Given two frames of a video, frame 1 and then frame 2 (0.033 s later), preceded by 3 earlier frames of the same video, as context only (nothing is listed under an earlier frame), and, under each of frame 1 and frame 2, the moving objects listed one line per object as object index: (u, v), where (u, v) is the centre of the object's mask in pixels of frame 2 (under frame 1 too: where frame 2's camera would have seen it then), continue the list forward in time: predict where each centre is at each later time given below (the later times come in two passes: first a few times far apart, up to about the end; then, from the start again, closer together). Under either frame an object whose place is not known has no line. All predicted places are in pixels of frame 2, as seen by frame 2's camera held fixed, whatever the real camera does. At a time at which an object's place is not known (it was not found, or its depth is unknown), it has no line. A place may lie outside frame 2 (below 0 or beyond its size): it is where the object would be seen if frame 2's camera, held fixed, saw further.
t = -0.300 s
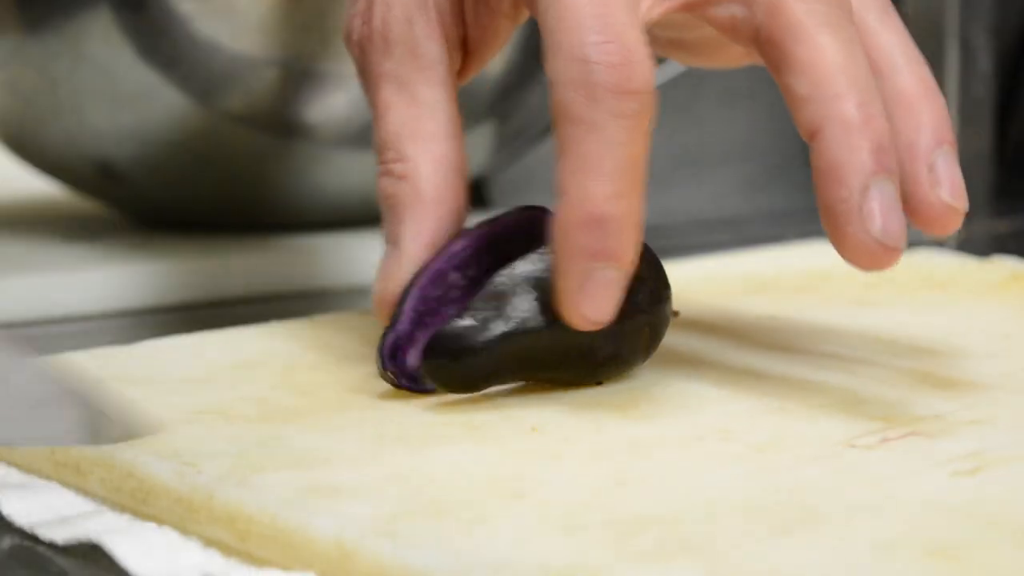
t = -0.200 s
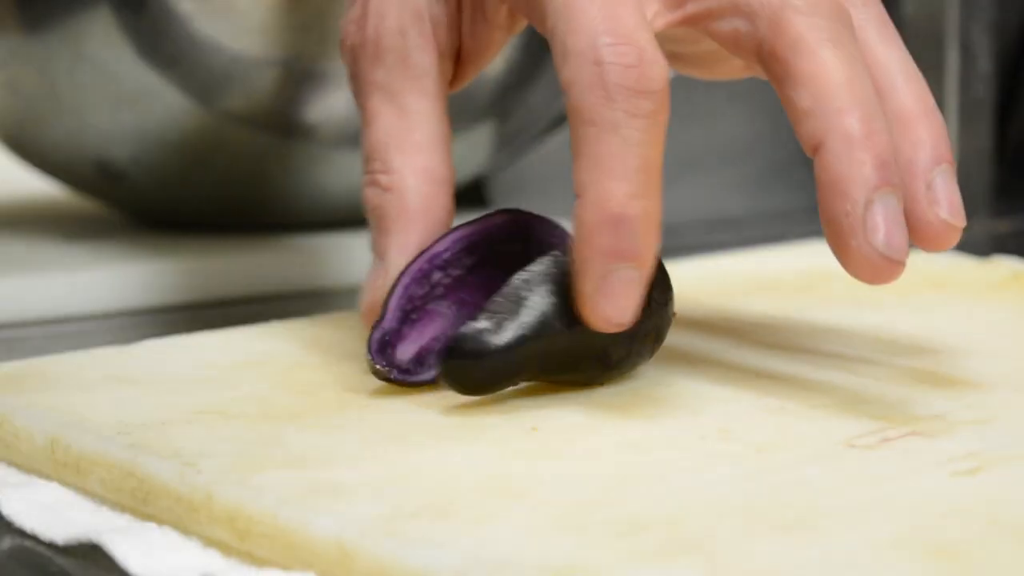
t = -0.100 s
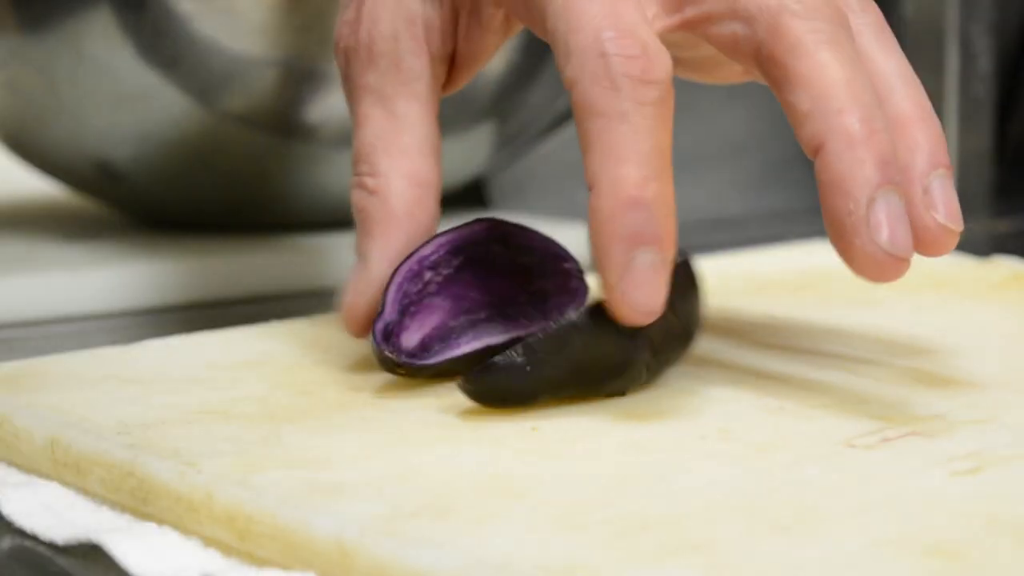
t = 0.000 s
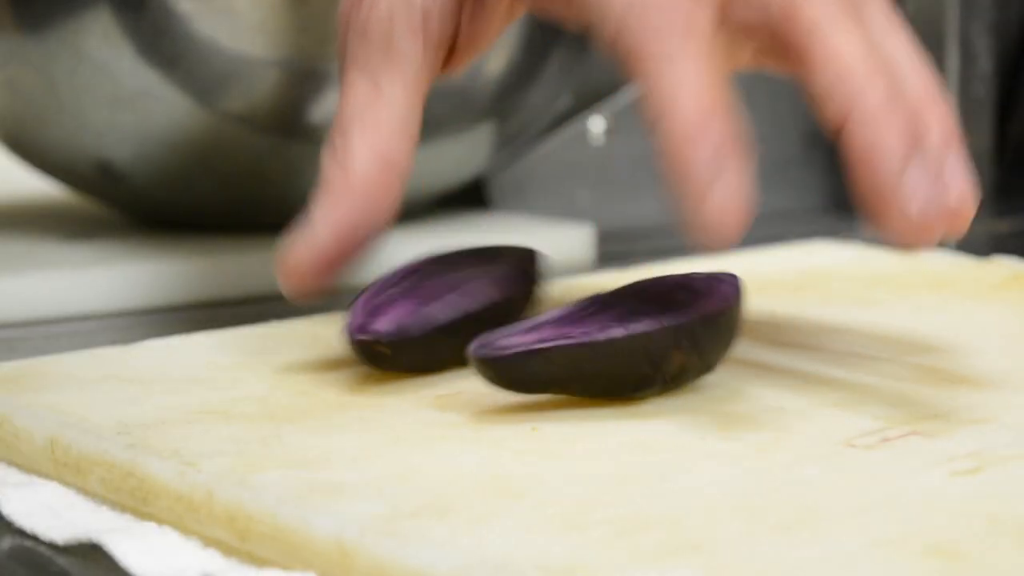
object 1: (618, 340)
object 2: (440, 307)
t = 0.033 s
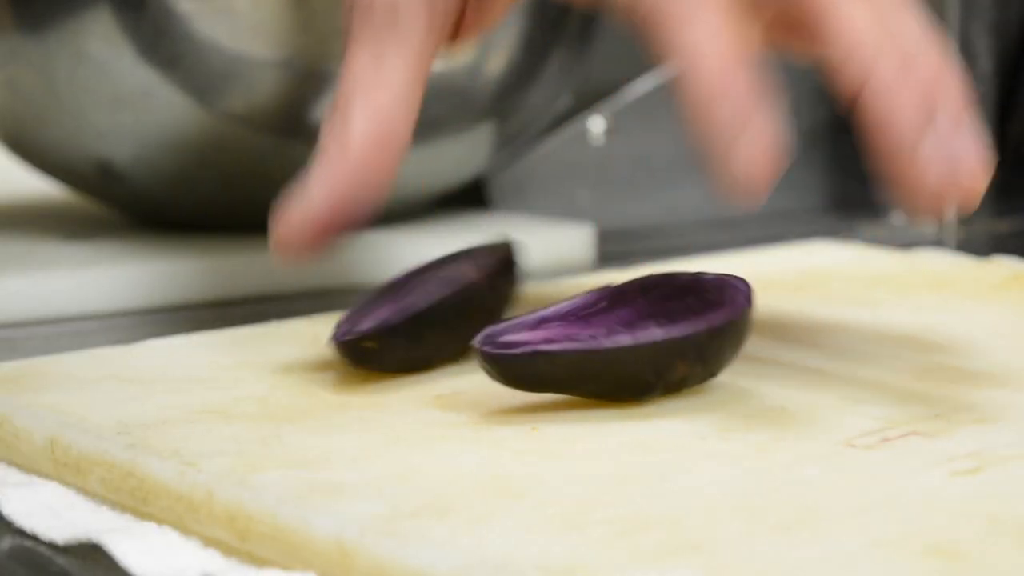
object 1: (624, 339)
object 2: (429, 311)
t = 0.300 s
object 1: (620, 340)
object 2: (451, 302)
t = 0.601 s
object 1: (609, 346)
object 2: (431, 311)
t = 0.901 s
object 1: (611, 345)
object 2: (442, 308)
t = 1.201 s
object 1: (611, 345)
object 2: (442, 308)
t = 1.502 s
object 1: (610, 345)
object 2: (442, 308)
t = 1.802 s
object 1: (611, 345)
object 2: (442, 308)
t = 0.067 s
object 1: (629, 337)
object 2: (422, 313)
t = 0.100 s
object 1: (632, 336)
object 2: (420, 309)
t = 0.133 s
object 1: (631, 336)
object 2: (420, 308)
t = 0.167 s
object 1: (628, 337)
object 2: (423, 312)
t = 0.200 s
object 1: (625, 338)
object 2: (427, 311)
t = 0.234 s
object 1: (623, 338)
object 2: (435, 309)
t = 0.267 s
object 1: (621, 339)
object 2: (444, 305)
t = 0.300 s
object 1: (620, 340)
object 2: (451, 302)
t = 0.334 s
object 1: (619, 341)
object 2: (455, 300)
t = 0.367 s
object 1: (617, 341)
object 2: (454, 301)
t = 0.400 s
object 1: (615, 342)
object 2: (449, 304)
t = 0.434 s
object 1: (613, 343)
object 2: (442, 307)
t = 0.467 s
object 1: (611, 345)
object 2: (435, 310)
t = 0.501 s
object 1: (610, 346)
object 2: (431, 311)
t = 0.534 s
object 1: (608, 346)
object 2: (429, 311)
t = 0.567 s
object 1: (608, 346)
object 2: (429, 311)
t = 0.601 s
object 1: (609, 346)
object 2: (431, 311)
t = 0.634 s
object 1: (611, 345)
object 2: (433, 311)
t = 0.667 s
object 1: (611, 345)
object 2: (437, 310)
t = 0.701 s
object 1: (611, 345)
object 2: (442, 308)
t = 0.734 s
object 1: (610, 346)
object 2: (447, 306)
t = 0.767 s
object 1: (610, 345)
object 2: (451, 305)
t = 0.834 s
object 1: (611, 345)
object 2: (449, 305)
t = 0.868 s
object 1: (610, 345)
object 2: (445, 307)
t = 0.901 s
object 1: (611, 345)
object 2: (442, 308)
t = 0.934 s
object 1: (611, 345)
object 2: (439, 309)
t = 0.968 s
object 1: (611, 345)
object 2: (439, 309)
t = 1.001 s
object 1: (611, 345)
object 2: (440, 309)
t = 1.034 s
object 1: (611, 345)
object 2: (442, 308)
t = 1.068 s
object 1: (611, 345)
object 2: (444, 307)
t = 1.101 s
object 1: (611, 345)
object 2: (445, 307)
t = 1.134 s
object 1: (611, 345)
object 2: (444, 307)
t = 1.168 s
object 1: (611, 345)
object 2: (443, 308)
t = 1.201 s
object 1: (611, 345)
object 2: (442, 308)
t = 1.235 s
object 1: (611, 345)
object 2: (441, 309)
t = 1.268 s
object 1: (611, 345)
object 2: (442, 308)
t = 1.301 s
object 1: (611, 345)
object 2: (442, 308)
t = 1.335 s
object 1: (611, 345)
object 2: (442, 308)
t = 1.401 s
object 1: (611, 345)
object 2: (442, 308)
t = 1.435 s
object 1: (611, 345)
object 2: (442, 308)
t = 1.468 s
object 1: (611, 345)
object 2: (442, 308)
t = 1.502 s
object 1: (610, 345)
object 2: (442, 308)
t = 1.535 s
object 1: (611, 345)
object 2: (442, 308)
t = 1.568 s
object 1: (610, 345)
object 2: (442, 308)
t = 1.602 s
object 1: (610, 345)
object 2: (442, 308)
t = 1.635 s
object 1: (610, 346)
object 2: (442, 308)
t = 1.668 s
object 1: (610, 345)
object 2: (442, 308)
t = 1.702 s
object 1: (610, 345)
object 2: (442, 308)
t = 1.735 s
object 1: (610, 345)
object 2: (442, 308)
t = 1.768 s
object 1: (610, 345)
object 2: (442, 308)
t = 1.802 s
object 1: (611, 345)
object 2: (442, 308)
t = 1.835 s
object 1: (610, 345)
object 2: (442, 308)
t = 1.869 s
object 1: (611, 345)
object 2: (442, 308)
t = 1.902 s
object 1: (611, 345)
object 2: (442, 308)
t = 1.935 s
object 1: (610, 345)
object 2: (442, 308)
